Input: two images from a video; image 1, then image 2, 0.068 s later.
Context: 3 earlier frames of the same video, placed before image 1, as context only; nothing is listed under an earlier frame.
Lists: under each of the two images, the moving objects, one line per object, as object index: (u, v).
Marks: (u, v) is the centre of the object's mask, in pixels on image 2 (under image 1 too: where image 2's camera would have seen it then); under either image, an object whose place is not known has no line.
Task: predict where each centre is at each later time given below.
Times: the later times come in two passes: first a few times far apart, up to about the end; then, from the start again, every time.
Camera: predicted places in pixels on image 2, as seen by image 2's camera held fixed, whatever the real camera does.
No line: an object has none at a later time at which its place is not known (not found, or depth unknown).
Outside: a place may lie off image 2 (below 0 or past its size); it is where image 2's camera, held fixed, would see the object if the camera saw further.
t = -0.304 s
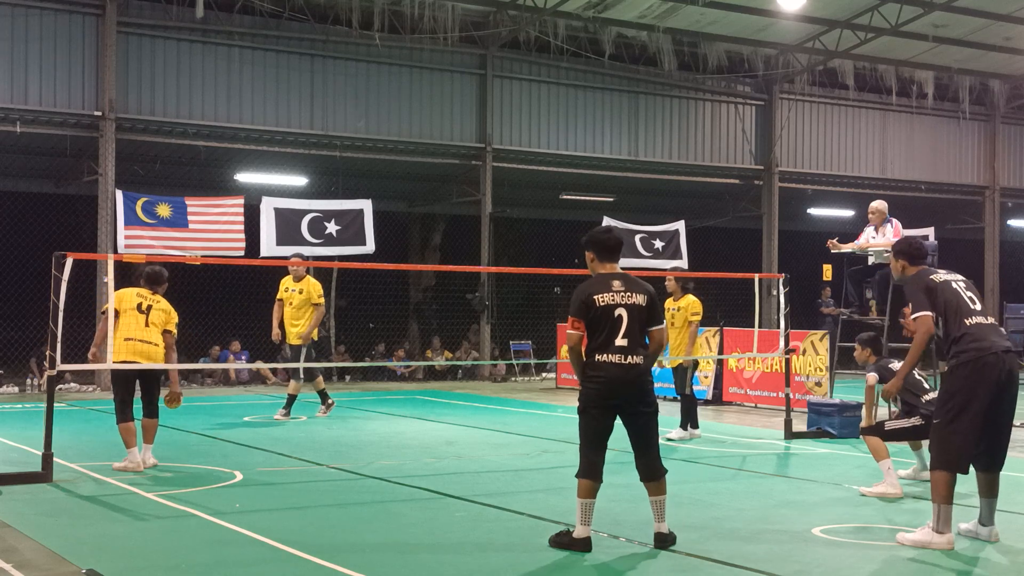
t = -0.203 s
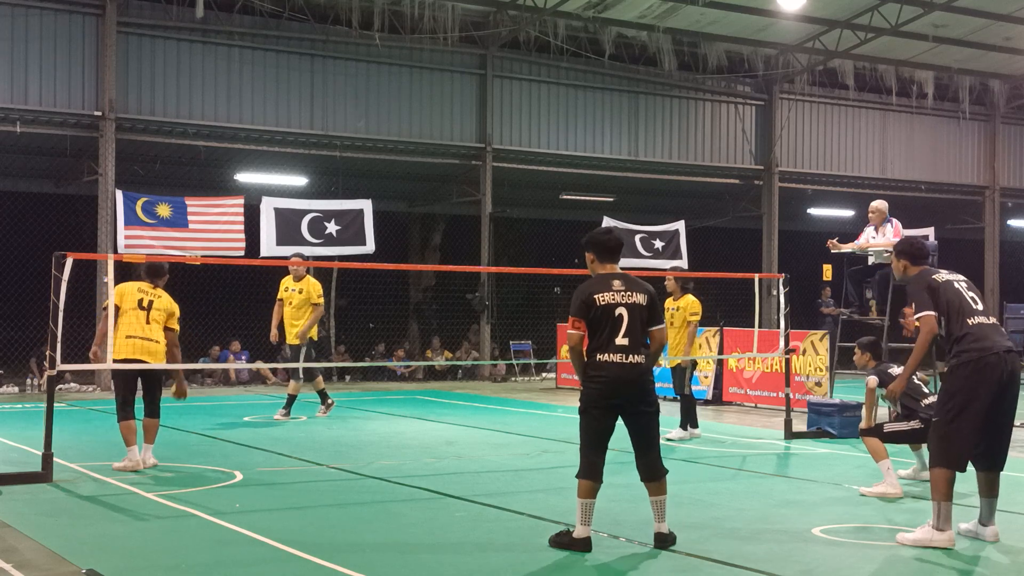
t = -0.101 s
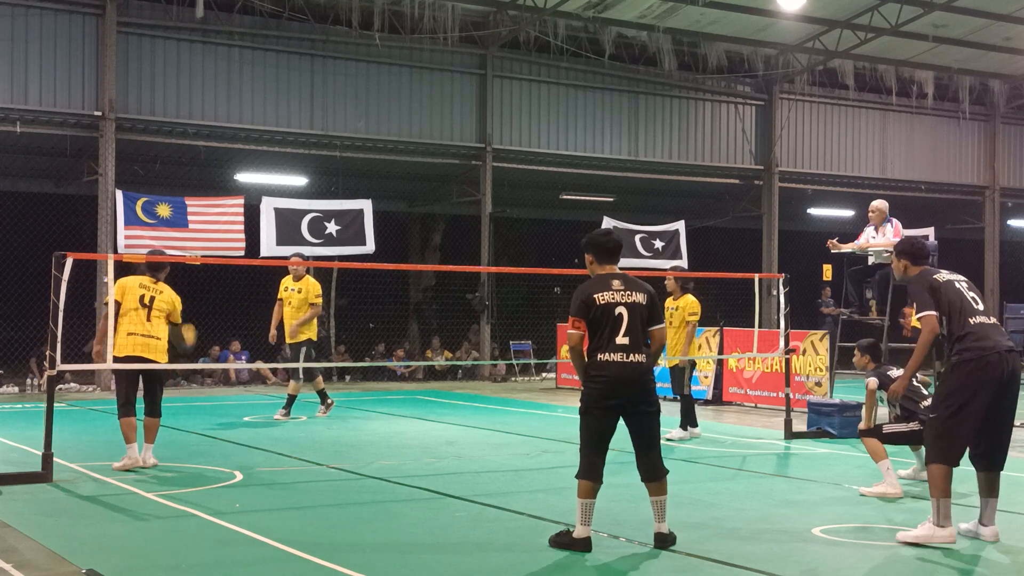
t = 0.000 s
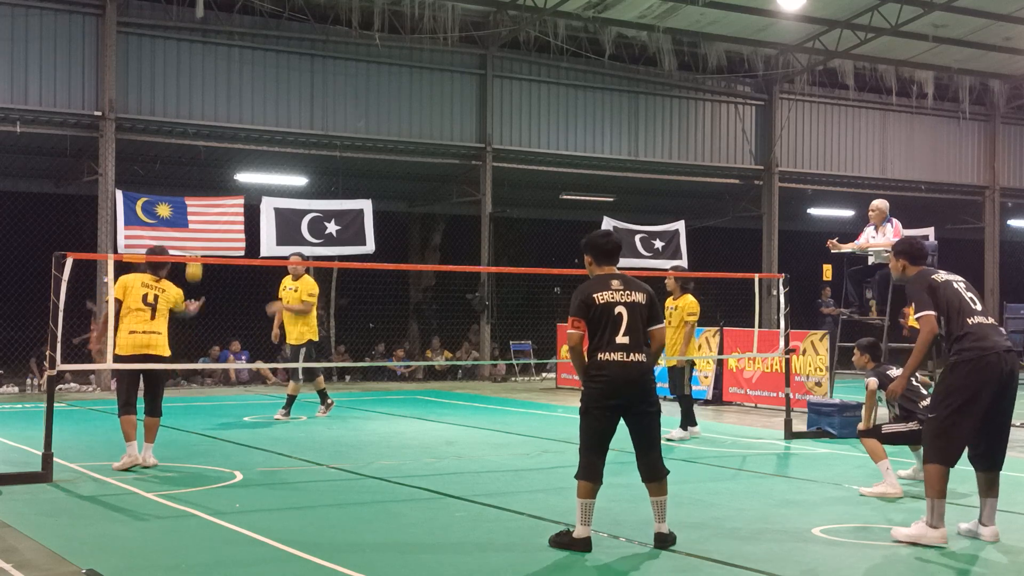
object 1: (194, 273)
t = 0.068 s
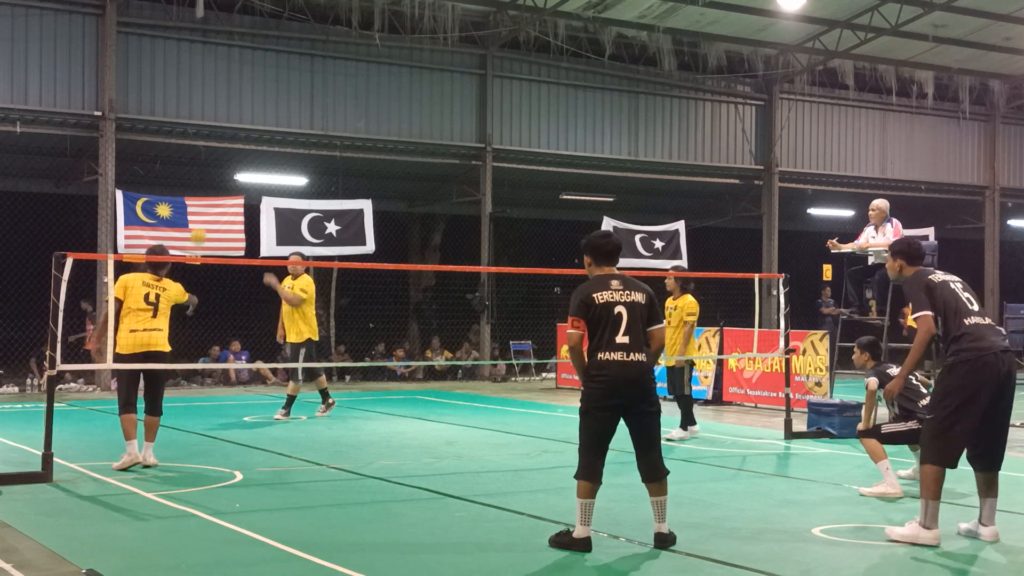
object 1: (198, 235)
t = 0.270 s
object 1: (210, 171)
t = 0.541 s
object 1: (223, 162)
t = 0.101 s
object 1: (200, 220)
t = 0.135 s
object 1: (202, 207)
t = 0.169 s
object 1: (204, 195)
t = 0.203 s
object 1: (206, 186)
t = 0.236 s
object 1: (208, 178)
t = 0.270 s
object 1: (210, 171)
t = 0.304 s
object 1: (212, 165)
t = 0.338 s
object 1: (213, 161)
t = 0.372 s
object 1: (215, 158)
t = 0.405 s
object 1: (217, 157)
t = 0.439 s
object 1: (218, 156)
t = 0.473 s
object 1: (220, 157)
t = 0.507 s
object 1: (221, 159)
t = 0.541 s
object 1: (223, 162)
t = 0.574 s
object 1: (224, 166)
